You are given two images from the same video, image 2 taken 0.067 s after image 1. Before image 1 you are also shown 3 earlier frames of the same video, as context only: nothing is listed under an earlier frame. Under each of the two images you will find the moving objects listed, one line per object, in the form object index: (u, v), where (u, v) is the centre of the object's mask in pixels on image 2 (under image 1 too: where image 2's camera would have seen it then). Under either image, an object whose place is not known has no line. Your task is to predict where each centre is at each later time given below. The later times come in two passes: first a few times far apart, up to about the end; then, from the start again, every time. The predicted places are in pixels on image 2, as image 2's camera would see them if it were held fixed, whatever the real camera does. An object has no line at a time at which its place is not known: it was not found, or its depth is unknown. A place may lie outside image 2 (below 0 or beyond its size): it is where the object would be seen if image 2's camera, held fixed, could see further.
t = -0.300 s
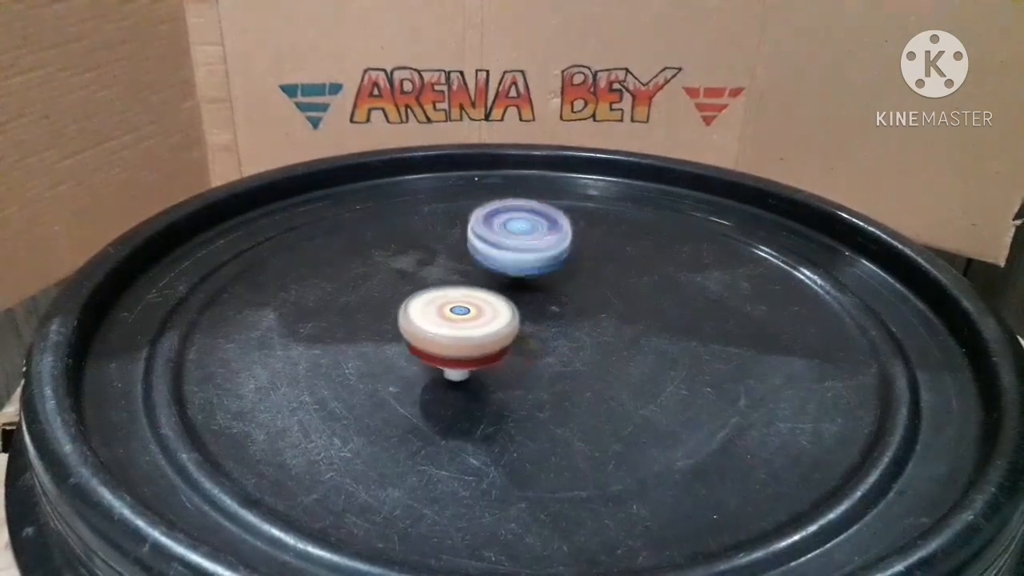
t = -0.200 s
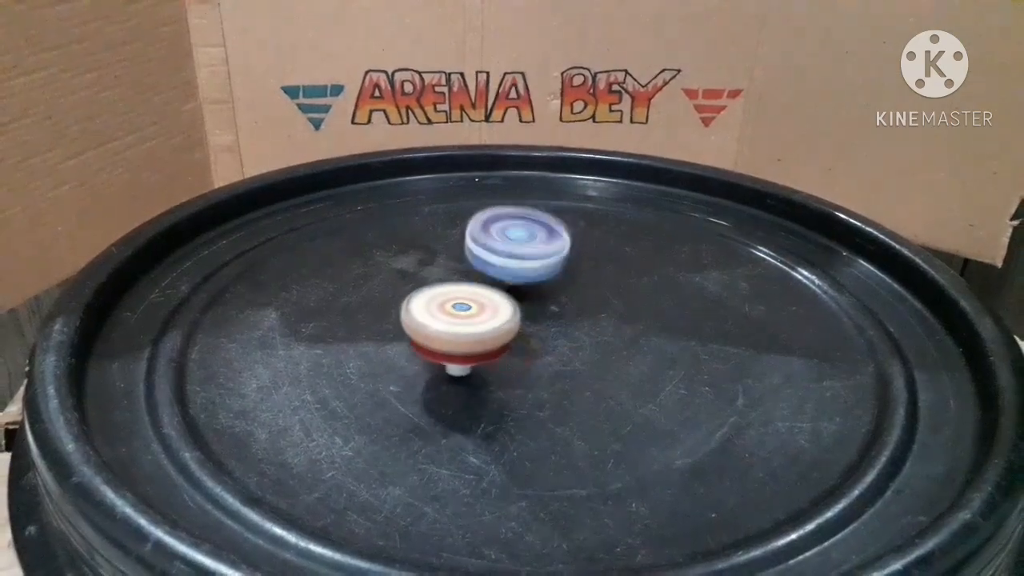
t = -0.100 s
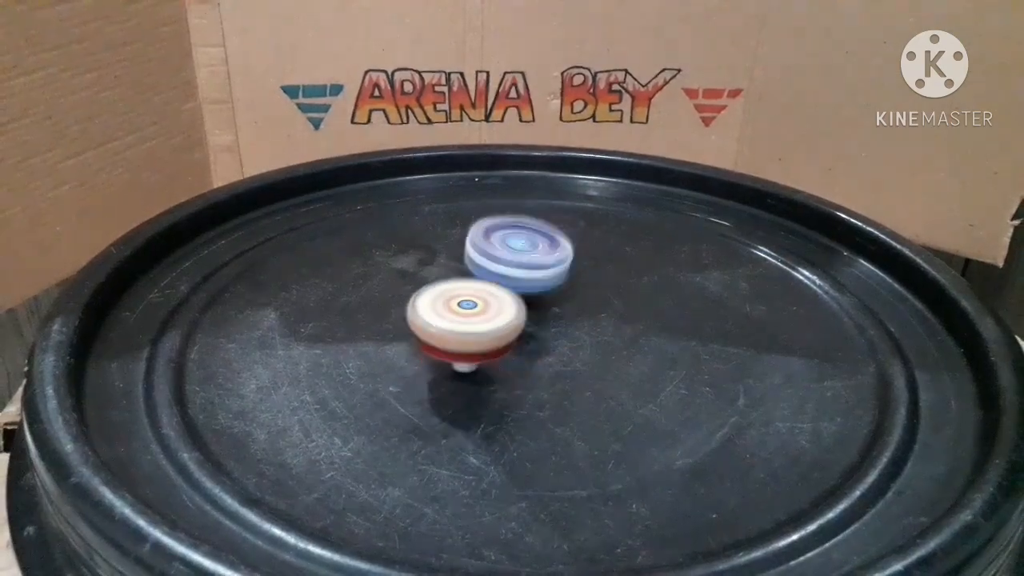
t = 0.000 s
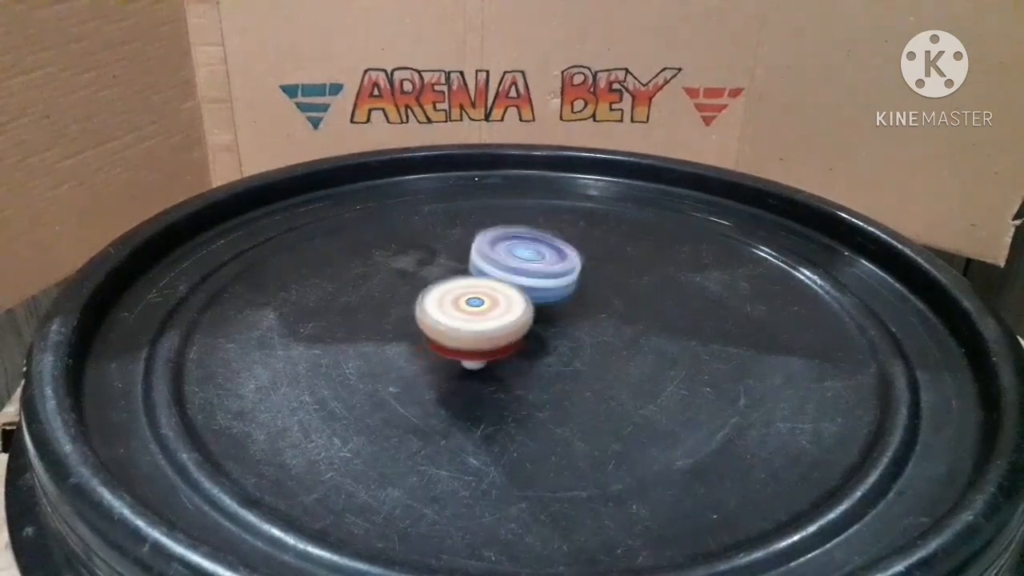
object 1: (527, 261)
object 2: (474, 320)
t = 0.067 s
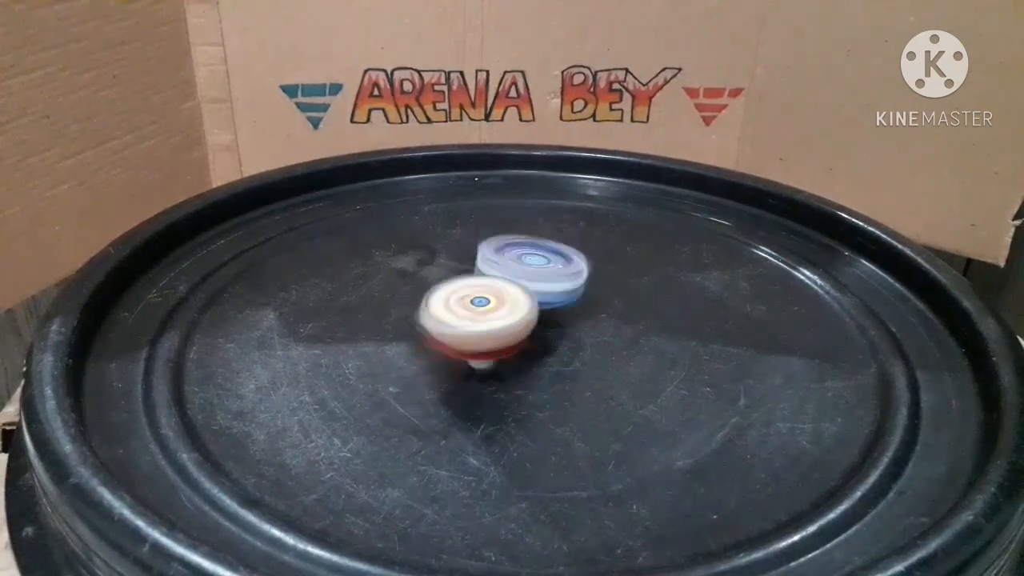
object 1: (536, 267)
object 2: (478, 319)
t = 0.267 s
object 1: (590, 248)
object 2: (401, 364)
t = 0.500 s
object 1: (589, 219)
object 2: (346, 354)
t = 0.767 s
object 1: (538, 221)
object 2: (383, 325)
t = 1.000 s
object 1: (519, 253)
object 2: (467, 330)
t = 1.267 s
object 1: (575, 290)
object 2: (499, 368)
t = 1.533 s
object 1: (653, 281)
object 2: (439, 382)
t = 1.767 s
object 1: (660, 256)
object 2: (426, 349)
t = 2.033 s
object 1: (606, 257)
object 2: (486, 333)
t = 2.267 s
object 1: (575, 285)
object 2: (522, 358)
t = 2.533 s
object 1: (612, 325)
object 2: (481, 379)
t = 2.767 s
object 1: (678, 325)
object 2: (454, 351)
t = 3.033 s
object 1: (685, 301)
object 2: (497, 329)
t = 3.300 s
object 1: (629, 295)
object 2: (535, 350)
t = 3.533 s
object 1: (587, 314)
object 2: (495, 370)
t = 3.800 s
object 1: (594, 344)
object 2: (437, 340)
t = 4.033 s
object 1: (622, 358)
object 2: (465, 311)
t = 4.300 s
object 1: (633, 354)
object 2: (526, 316)
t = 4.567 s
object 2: (511, 312)
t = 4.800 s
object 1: (613, 350)
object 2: (514, 302)
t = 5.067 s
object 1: (620, 385)
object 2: (521, 283)
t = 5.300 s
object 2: (553, 274)
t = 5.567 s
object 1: (651, 356)
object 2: (563, 293)
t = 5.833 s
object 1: (592, 374)
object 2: (501, 293)
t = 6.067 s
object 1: (610, 405)
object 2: (495, 268)
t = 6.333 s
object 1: (646, 388)
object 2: (527, 280)
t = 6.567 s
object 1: (605, 376)
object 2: (494, 297)
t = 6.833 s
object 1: (567, 399)
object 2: (466, 277)
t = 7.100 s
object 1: (604, 413)
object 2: (491, 285)
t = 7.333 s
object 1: (601, 391)
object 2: (469, 300)
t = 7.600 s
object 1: (551, 393)
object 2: (436, 291)
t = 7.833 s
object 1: (544, 416)
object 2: (456, 285)
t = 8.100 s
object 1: (571, 412)
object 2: (438, 316)
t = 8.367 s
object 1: (538, 396)
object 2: (424, 306)
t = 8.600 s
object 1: (503, 408)
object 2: (442, 299)
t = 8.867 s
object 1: (512, 422)
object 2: (453, 335)
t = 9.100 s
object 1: (511, 406)
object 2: (426, 330)
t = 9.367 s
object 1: (467, 404)
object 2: (451, 310)
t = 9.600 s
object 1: (451, 414)
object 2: (456, 329)
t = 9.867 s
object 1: (456, 401)
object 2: (438, 310)
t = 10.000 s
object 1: (442, 396)
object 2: (455, 296)
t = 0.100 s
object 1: (546, 270)
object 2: (463, 331)
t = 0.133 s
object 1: (559, 266)
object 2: (449, 341)
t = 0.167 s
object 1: (569, 262)
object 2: (436, 349)
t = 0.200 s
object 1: (577, 258)
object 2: (425, 356)
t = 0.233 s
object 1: (584, 253)
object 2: (413, 362)
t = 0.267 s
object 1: (590, 248)
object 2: (401, 364)
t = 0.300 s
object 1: (594, 243)
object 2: (390, 366)
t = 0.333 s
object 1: (597, 239)
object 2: (380, 367)
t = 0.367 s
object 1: (598, 234)
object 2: (370, 366)
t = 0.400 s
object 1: (599, 230)
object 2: (361, 364)
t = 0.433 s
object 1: (597, 226)
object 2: (354, 361)
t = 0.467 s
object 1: (593, 222)
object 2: (349, 358)
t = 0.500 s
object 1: (589, 219)
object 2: (346, 354)
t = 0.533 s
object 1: (583, 217)
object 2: (345, 349)
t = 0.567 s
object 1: (577, 216)
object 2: (345, 345)
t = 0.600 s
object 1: (572, 215)
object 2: (348, 341)
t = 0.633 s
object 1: (565, 215)
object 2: (352, 336)
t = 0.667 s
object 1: (557, 216)
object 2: (358, 332)
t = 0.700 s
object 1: (551, 217)
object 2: (365, 329)
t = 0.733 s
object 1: (544, 219)
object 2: (374, 328)
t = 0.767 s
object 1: (538, 221)
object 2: (383, 325)
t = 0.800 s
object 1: (532, 225)
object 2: (393, 324)
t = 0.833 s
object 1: (527, 228)
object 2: (404, 324)
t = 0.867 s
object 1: (523, 232)
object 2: (418, 323)
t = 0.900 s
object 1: (520, 238)
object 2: (431, 324)
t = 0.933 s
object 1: (518, 243)
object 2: (443, 325)
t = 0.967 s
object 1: (518, 247)
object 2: (454, 327)
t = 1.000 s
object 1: (519, 253)
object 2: (467, 330)
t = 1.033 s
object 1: (521, 258)
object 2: (476, 333)
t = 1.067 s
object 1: (526, 262)
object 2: (484, 338)
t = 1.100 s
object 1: (531, 268)
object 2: (491, 342)
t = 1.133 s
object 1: (537, 273)
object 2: (496, 347)
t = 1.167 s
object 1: (546, 277)
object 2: (499, 351)
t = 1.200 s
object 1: (554, 282)
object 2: (501, 357)
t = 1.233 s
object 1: (564, 287)
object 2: (501, 362)
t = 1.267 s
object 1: (575, 290)
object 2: (499, 368)
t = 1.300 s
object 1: (586, 292)
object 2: (495, 373)
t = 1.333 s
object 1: (599, 293)
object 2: (489, 378)
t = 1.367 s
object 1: (610, 293)
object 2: (481, 381)
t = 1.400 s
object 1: (620, 292)
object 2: (474, 384)
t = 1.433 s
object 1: (630, 290)
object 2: (465, 385)
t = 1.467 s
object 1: (639, 287)
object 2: (455, 385)
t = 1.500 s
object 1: (647, 284)
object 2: (446, 384)
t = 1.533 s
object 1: (653, 281)
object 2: (439, 382)
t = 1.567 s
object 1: (659, 277)
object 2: (432, 378)
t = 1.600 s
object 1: (663, 273)
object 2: (427, 374)
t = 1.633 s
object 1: (666, 270)
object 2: (424, 370)
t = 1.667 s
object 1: (666, 266)
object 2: (422, 364)
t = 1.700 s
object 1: (666, 262)
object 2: (422, 359)
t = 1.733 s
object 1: (664, 259)
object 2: (423, 354)
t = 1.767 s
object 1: (660, 256)
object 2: (426, 349)
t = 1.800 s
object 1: (656, 255)
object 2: (431, 345)
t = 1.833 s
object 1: (650, 253)
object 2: (437, 341)
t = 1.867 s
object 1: (644, 252)
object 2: (444, 339)
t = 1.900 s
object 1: (636, 253)
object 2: (452, 335)
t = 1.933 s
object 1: (630, 253)
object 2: (460, 333)
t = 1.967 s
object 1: (622, 254)
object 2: (469, 333)
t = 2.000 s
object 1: (613, 256)
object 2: (478, 331)
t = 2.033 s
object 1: (606, 257)
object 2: (486, 333)
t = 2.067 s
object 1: (600, 262)
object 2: (494, 335)
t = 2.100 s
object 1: (594, 264)
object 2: (502, 337)
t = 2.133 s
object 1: (588, 269)
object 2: (509, 340)
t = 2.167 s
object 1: (584, 272)
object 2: (514, 345)
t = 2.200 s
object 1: (581, 275)
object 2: (518, 349)
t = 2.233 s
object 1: (577, 280)
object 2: (521, 353)
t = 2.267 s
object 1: (575, 285)
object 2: (522, 358)
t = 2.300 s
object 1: (575, 290)
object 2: (521, 363)
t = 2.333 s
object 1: (576, 296)
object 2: (519, 367)
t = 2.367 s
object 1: (579, 301)
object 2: (515, 371)
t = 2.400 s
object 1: (583, 307)
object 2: (509, 374)
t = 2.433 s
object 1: (588, 314)
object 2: (503, 377)
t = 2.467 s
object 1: (595, 318)
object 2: (497, 378)
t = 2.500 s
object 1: (604, 322)
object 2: (489, 378)
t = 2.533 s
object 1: (612, 325)
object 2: (481, 379)
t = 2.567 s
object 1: (622, 327)
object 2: (474, 376)
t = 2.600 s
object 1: (632, 327)
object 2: (467, 373)
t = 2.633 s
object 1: (642, 327)
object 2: (461, 368)
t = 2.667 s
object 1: (652, 328)
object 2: (457, 365)
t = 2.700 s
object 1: (662, 327)
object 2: (455, 361)
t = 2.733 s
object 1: (670, 326)
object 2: (454, 355)
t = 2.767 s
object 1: (678, 325)
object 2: (454, 351)
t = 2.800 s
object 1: (684, 322)
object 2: (456, 347)
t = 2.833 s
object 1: (688, 318)
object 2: (459, 342)
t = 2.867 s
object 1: (691, 316)
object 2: (464, 339)
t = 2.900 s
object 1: (693, 313)
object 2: (469, 336)
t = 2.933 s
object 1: (694, 310)
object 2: (475, 332)
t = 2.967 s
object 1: (692, 307)
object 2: (481, 331)
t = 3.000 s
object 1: (689, 303)
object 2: (490, 329)
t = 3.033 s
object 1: (685, 301)
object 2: (497, 329)
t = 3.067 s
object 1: (679, 298)
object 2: (504, 329)
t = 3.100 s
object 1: (674, 297)
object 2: (511, 330)
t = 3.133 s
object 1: (668, 295)
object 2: (518, 332)
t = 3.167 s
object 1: (661, 294)
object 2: (523, 335)
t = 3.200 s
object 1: (651, 294)
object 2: (528, 339)
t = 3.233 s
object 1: (643, 294)
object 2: (532, 342)
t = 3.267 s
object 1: (636, 295)
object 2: (534, 346)
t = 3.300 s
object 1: (629, 295)
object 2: (535, 350)
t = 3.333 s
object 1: (621, 296)
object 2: (534, 354)
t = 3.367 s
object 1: (614, 298)
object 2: (532, 357)
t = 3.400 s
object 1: (606, 300)
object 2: (528, 361)
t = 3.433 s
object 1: (600, 305)
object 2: (524, 364)
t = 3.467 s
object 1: (596, 307)
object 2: (516, 367)
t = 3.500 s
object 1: (590, 311)
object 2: (505, 370)
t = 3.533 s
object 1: (587, 314)
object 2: (495, 370)
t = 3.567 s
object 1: (586, 318)
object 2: (485, 371)
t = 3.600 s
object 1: (584, 322)
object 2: (475, 369)
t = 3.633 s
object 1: (584, 326)
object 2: (465, 367)
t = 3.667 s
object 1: (585, 331)
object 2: (458, 372)
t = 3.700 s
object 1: (587, 334)
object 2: (450, 370)
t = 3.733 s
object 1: (590, 338)
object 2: (444, 371)
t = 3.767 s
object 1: (592, 341)
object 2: (440, 367)
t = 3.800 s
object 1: (594, 344)
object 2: (437, 340)
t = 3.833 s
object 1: (599, 348)
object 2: (437, 340)
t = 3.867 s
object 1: (602, 350)
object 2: (437, 329)
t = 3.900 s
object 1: (607, 352)
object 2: (440, 323)
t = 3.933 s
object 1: (610, 354)
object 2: (444, 319)
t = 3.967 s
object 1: (615, 356)
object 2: (450, 317)
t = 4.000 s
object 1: (618, 357)
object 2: (457, 314)
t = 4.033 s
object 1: (622, 358)
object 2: (465, 311)
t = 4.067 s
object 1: (626, 358)
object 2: (473, 308)
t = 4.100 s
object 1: (628, 358)
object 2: (482, 306)
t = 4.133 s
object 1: (631, 358)
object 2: (490, 305)
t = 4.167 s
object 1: (632, 357)
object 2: (499, 305)
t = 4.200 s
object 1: (634, 357)
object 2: (508, 306)
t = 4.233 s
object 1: (634, 356)
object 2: (516, 309)
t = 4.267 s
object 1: (634, 355)
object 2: (521, 311)
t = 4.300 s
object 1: (633, 354)
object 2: (526, 316)
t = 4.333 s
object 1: (637, 355)
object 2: (526, 320)
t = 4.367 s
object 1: (641, 355)
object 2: (523, 320)
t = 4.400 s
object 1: (640, 355)
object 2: (521, 318)
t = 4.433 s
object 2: (520, 318)
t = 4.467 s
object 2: (518, 317)
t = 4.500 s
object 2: (514, 315)
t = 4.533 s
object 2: (512, 314)
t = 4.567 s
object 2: (511, 312)
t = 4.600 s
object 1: (637, 352)
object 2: (511, 312)
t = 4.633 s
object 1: (634, 351)
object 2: (511, 309)
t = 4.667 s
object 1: (632, 351)
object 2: (511, 308)
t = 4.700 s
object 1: (628, 349)
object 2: (512, 306)
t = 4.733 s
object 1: (622, 350)
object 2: (512, 304)
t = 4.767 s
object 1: (617, 349)
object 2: (513, 304)
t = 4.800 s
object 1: (613, 350)
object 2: (514, 302)
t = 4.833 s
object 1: (605, 350)
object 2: (515, 300)
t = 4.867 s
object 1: (603, 352)
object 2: (516, 298)
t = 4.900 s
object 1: (598, 353)
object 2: (518, 296)
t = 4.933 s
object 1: (595, 355)
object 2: (521, 295)
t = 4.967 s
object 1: (604, 364)
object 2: (519, 294)
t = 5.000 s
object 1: (608, 374)
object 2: (518, 291)
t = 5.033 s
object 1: (615, 379)
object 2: (519, 290)
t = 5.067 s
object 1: (620, 385)
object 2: (521, 283)
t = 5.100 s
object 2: (523, 281)
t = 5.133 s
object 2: (527, 278)
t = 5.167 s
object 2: (531, 274)
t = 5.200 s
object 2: (537, 273)
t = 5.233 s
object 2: (542, 273)
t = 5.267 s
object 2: (546, 273)
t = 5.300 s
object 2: (553, 274)
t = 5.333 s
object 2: (557, 275)
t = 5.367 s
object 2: (562, 277)
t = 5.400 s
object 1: (681, 371)
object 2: (565, 279)
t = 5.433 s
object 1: (677, 366)
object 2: (568, 282)
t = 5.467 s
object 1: (674, 364)
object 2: (569, 285)
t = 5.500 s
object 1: (667, 360)
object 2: (569, 287)
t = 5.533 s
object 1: (661, 358)
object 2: (566, 290)
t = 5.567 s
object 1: (651, 356)
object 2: (563, 293)
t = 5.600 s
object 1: (643, 356)
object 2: (555, 295)
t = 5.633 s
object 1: (633, 356)
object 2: (547, 296)
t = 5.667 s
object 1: (625, 358)
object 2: (539, 298)
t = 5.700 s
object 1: (616, 359)
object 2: (530, 299)
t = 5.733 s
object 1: (609, 362)
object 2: (521, 297)
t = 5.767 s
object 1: (601, 365)
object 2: (514, 297)
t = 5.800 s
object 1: (596, 370)
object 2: (506, 294)
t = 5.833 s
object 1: (592, 374)
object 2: (501, 293)
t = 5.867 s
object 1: (589, 380)
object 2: (494, 286)
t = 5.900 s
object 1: (589, 384)
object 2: (489, 284)
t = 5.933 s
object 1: (590, 391)
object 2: (487, 280)
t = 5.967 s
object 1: (593, 395)
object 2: (488, 277)
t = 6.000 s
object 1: (598, 400)
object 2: (489, 273)
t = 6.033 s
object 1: (604, 403)
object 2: (492, 270)
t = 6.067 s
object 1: (610, 405)
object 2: (495, 268)
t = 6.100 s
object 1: (618, 405)
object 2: (500, 265)
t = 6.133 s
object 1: (624, 406)
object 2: (504, 268)
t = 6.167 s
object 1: (632, 404)
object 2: (508, 267)
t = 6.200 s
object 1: (637, 403)
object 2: (514, 269)
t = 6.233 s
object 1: (643, 399)
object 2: (516, 271)
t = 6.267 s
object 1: (646, 396)
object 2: (521, 276)
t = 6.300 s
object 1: (647, 392)
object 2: (525, 279)
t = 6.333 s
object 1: (646, 388)
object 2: (527, 280)
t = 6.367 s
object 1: (644, 385)
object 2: (525, 289)
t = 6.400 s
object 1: (640, 382)
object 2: (523, 292)
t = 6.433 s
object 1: (635, 379)
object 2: (520, 291)
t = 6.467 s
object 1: (627, 376)
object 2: (514, 292)
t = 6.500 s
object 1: (621, 375)
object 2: (509, 296)
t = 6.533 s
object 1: (612, 374)
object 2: (500, 296)
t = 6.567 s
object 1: (605, 376)
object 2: (494, 297)
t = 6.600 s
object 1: (598, 375)
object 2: (486, 293)
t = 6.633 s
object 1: (591, 378)
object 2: (477, 290)
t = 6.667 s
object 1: (584, 380)
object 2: (470, 291)
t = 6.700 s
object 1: (578, 384)
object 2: (467, 288)
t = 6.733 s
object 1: (573, 387)
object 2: (466, 282)
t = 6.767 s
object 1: (569, 391)
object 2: (462, 279)
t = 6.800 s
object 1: (567, 396)
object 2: (461, 277)
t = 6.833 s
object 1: (567, 399)
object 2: (466, 277)
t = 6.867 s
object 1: (568, 404)
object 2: (472, 274)
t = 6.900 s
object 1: (571, 406)
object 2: (474, 271)
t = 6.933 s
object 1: (574, 411)
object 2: (478, 270)
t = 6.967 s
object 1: (579, 412)
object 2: (481, 269)
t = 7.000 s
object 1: (586, 415)
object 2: (486, 273)
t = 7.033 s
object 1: (593, 415)
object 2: (485, 277)
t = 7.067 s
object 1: (599, 415)
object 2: (485, 279)
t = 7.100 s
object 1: (604, 413)
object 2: (491, 285)
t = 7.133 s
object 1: (607, 412)
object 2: (494, 285)
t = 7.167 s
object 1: (610, 409)
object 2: (493, 287)
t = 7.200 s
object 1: (612, 405)
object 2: (490, 291)
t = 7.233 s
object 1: (612, 402)
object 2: (485, 295)
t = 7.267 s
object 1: (609, 398)
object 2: (482, 296)
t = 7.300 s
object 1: (607, 395)
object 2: (476, 298)
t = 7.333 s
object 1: (601, 391)
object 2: (469, 300)
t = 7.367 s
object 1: (598, 391)
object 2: (463, 302)
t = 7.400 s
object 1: (591, 388)
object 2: (454, 306)
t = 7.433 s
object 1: (585, 388)
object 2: (445, 295)
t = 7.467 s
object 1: (578, 386)
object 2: (439, 296)
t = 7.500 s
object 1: (570, 387)
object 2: (434, 304)
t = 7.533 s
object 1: (563, 389)
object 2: (433, 294)
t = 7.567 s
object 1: (557, 390)
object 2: (436, 297)
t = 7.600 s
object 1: (551, 393)
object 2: (436, 291)
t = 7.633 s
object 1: (547, 395)
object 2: (435, 289)
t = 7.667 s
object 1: (544, 398)
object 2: (435, 286)
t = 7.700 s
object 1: (541, 401)
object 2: (438, 285)
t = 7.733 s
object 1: (540, 406)
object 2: (441, 281)
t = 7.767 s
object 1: (540, 410)
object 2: (445, 284)
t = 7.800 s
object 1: (541, 413)
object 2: (450, 285)
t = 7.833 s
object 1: (544, 416)
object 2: (456, 285)
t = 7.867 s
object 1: (548, 417)
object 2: (458, 287)
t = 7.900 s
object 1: (553, 421)
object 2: (454, 294)
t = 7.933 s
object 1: (557, 420)
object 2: (453, 301)
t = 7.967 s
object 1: (561, 421)
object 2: (455, 307)
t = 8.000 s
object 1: (565, 419)
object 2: (454, 311)
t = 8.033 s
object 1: (568, 418)
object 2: (450, 311)
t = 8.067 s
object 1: (571, 415)
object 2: (446, 312)
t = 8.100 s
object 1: (571, 412)
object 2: (438, 316)
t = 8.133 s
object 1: (572, 410)
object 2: (430, 320)
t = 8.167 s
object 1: (569, 406)
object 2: (424, 318)
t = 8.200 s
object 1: (566, 405)
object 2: (420, 317)
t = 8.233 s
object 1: (563, 401)
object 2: (417, 313)
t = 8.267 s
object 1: (558, 400)
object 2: (415, 318)
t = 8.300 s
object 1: (551, 397)
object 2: (419, 318)
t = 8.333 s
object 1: (544, 396)
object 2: (423, 312)
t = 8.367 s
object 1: (538, 396)
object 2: (424, 306)
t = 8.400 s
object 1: (532, 395)
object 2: (423, 305)
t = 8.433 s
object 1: (526, 397)
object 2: (425, 303)
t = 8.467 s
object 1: (519, 398)
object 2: (430, 295)
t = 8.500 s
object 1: (515, 400)
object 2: (436, 293)
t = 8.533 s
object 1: (509, 402)
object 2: (440, 293)
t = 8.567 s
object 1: (505, 404)
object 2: (442, 296)
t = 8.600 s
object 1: (503, 408)
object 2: (442, 299)
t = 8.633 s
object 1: (500, 411)
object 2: (446, 303)
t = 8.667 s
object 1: (499, 415)
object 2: (452, 307)
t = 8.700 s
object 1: (500, 418)
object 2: (457, 306)
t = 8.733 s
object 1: (502, 418)
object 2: (462, 309)
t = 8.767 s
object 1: (505, 421)
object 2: (460, 314)
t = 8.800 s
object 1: (507, 421)
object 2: (455, 320)
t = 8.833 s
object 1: (509, 423)
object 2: (452, 327)
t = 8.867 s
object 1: (512, 422)
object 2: (453, 335)
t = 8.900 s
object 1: (515, 420)
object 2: (449, 334)
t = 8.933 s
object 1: (517, 419)
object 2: (445, 337)
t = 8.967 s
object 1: (518, 416)
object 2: (439, 335)
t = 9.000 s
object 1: (518, 415)
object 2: (433, 333)
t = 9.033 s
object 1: (516, 411)
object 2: (428, 332)
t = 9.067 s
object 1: (513, 409)
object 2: (426, 330)
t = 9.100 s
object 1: (511, 406)
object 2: (426, 330)
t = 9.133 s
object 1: (505, 403)
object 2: (426, 327)
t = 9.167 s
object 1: (503, 403)
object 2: (433, 321)
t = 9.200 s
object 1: (495, 401)
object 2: (438, 315)
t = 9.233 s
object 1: (489, 401)
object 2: (439, 312)
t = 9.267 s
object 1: (482, 400)
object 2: (442, 308)
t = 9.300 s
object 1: (475, 401)
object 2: (446, 306)
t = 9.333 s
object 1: (472, 402)
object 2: (450, 307)
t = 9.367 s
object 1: (467, 404)
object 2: (451, 310)
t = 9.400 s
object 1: (462, 405)
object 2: (453, 312)
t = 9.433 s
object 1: (458, 406)
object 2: (458, 318)
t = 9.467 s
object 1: (453, 406)
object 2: (465, 321)
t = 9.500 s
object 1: (452, 410)
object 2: (464, 324)
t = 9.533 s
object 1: (450, 411)
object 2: (462, 325)
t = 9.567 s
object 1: (450, 413)
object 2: (460, 327)
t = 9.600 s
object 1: (451, 414)
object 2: (456, 329)
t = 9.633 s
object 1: (452, 413)
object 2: (452, 325)
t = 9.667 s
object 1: (455, 414)
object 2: (451, 320)
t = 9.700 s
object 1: (455, 413)
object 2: (448, 317)
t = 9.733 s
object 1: (457, 411)
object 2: (445, 315)
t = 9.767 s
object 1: (459, 408)
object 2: (440, 314)
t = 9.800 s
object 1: (459, 405)
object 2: (438, 313)
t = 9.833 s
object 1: (458, 404)
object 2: (438, 314)
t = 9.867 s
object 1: (456, 401)
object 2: (438, 310)
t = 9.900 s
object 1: (453, 399)
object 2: (443, 303)
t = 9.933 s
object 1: (451, 398)
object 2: (451, 300)
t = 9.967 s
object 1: (446, 396)
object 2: (455, 297)
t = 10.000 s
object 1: (442, 396)
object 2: (455, 296)
